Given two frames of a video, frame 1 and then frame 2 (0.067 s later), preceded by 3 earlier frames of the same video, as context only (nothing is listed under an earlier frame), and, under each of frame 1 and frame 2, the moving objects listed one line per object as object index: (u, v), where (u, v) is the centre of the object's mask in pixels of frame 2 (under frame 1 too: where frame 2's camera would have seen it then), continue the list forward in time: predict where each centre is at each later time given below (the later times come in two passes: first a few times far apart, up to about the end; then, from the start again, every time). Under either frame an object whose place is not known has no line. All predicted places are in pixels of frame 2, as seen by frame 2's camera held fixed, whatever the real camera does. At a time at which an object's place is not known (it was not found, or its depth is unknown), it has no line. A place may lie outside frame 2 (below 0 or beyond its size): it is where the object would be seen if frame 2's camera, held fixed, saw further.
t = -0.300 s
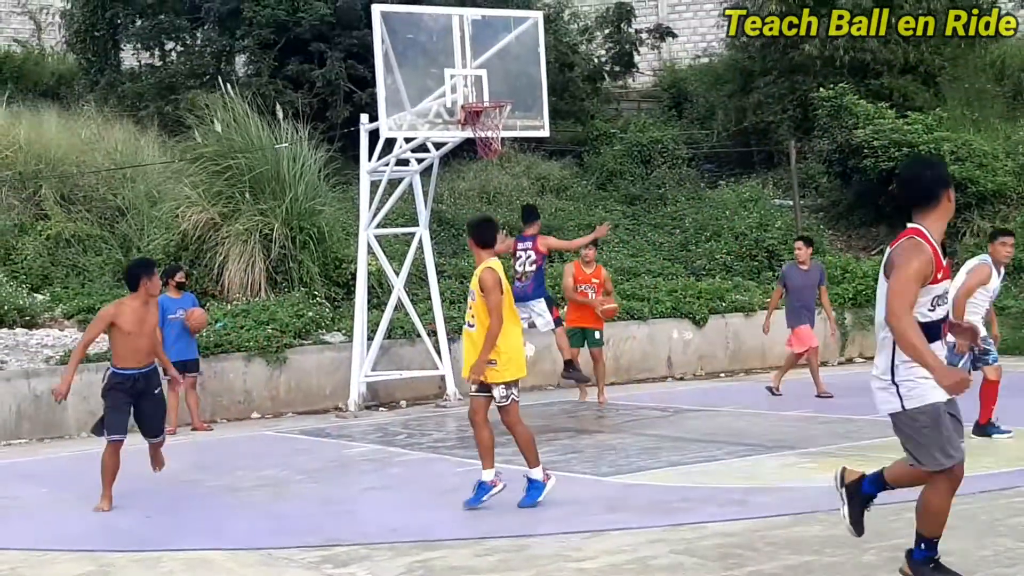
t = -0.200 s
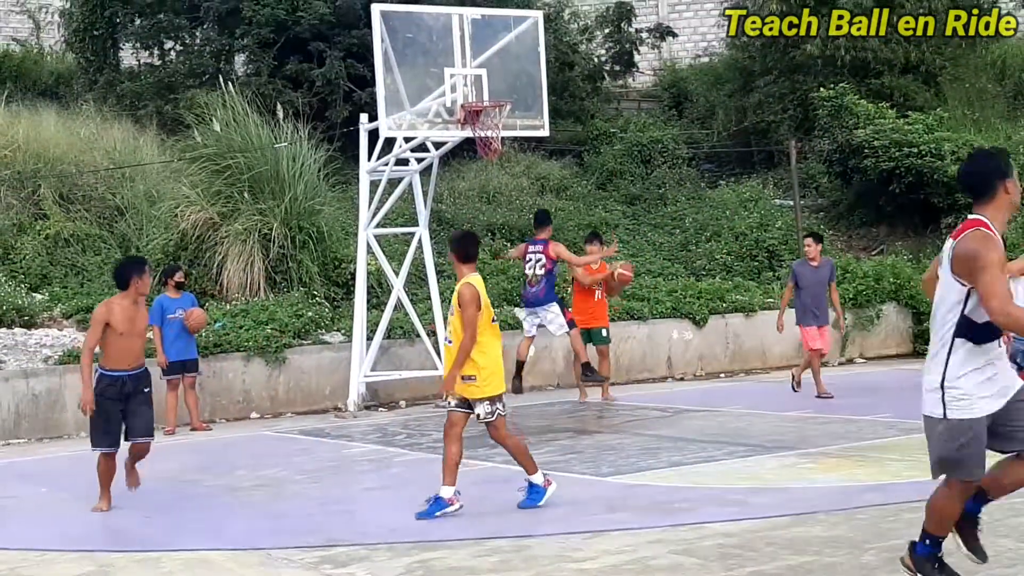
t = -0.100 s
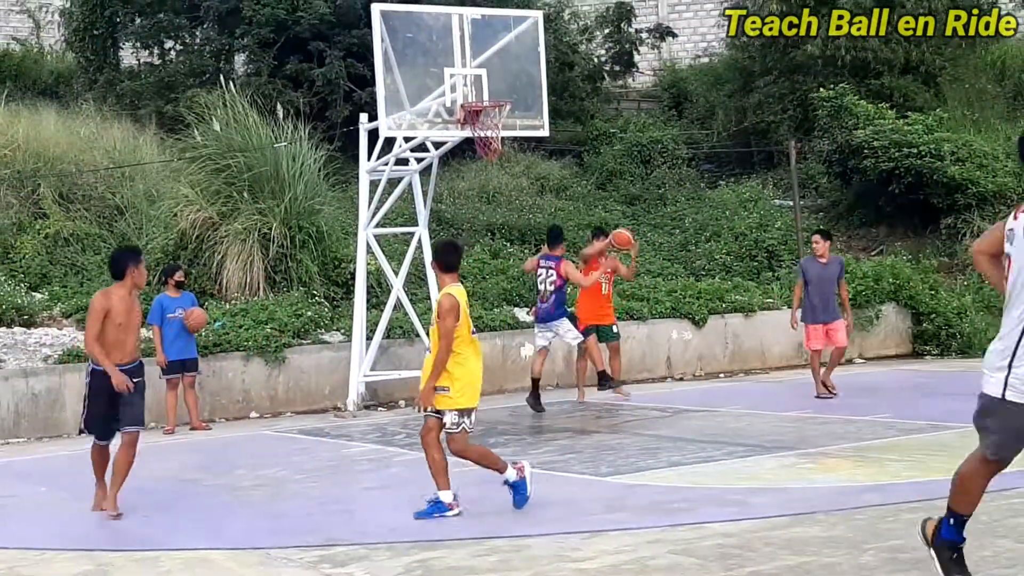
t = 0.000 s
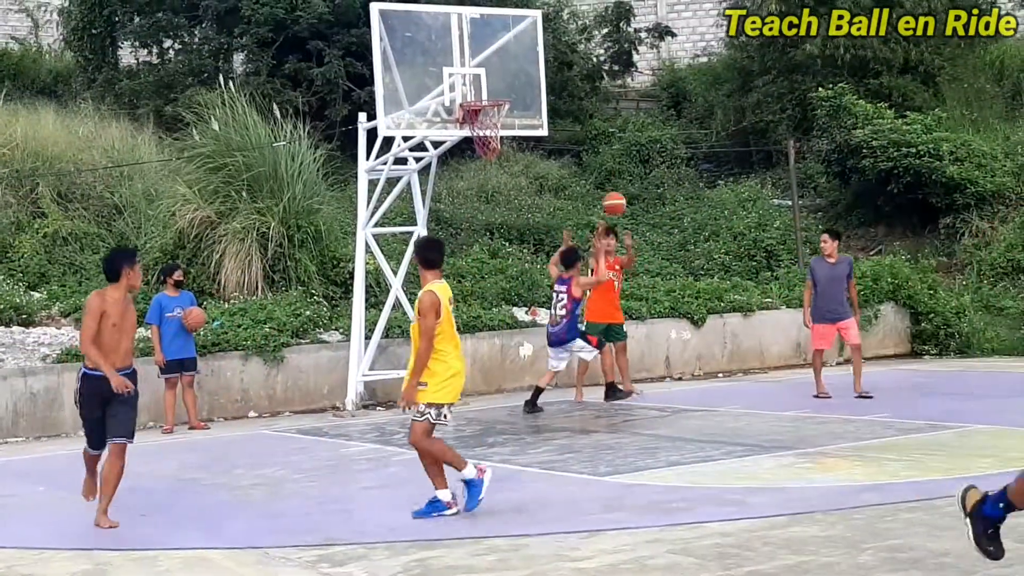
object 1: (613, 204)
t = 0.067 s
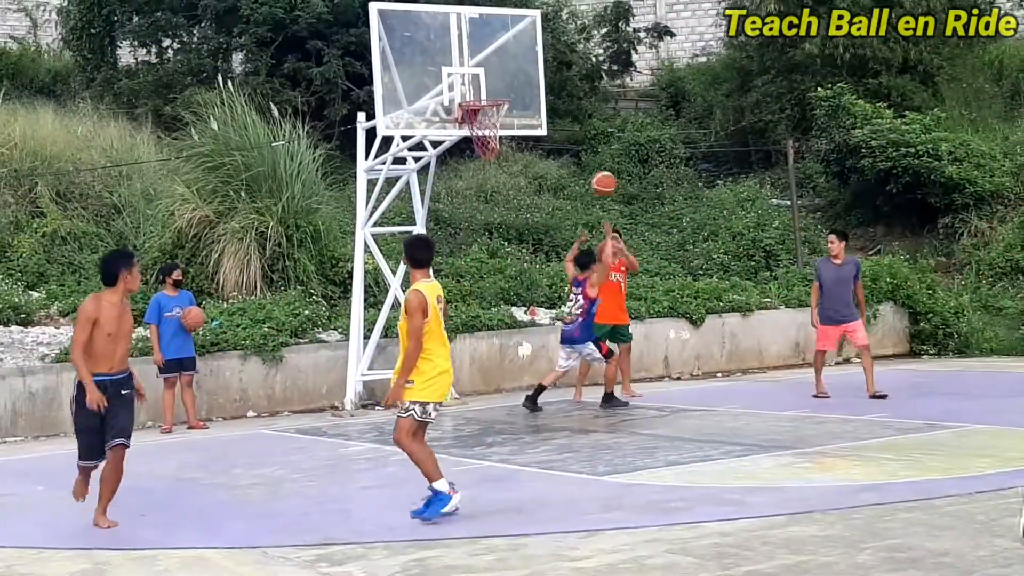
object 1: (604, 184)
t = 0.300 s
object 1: (568, 138)
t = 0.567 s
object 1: (520, 156)
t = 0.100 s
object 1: (599, 174)
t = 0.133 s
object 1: (594, 166)
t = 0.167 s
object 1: (589, 159)
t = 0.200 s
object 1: (584, 153)
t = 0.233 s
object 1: (579, 147)
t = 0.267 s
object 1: (573, 141)
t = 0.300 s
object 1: (568, 138)
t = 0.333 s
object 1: (562, 136)
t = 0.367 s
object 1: (557, 135)
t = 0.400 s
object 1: (551, 135)
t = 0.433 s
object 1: (545, 136)
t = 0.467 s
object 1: (539, 139)
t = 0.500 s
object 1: (533, 143)
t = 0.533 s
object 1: (527, 148)
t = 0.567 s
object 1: (520, 156)
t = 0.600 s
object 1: (514, 164)
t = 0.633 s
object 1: (507, 175)
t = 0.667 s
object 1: (500, 188)
